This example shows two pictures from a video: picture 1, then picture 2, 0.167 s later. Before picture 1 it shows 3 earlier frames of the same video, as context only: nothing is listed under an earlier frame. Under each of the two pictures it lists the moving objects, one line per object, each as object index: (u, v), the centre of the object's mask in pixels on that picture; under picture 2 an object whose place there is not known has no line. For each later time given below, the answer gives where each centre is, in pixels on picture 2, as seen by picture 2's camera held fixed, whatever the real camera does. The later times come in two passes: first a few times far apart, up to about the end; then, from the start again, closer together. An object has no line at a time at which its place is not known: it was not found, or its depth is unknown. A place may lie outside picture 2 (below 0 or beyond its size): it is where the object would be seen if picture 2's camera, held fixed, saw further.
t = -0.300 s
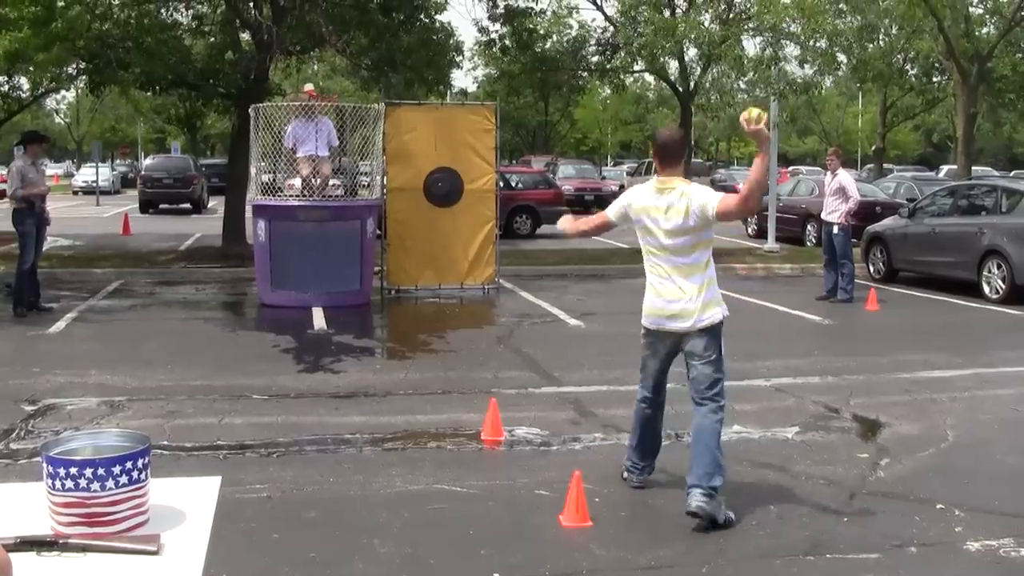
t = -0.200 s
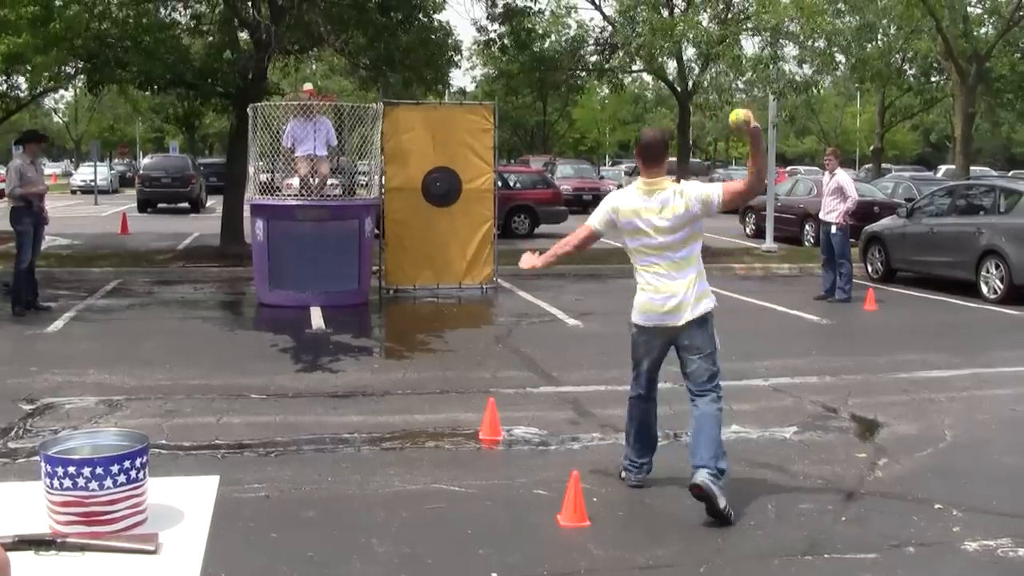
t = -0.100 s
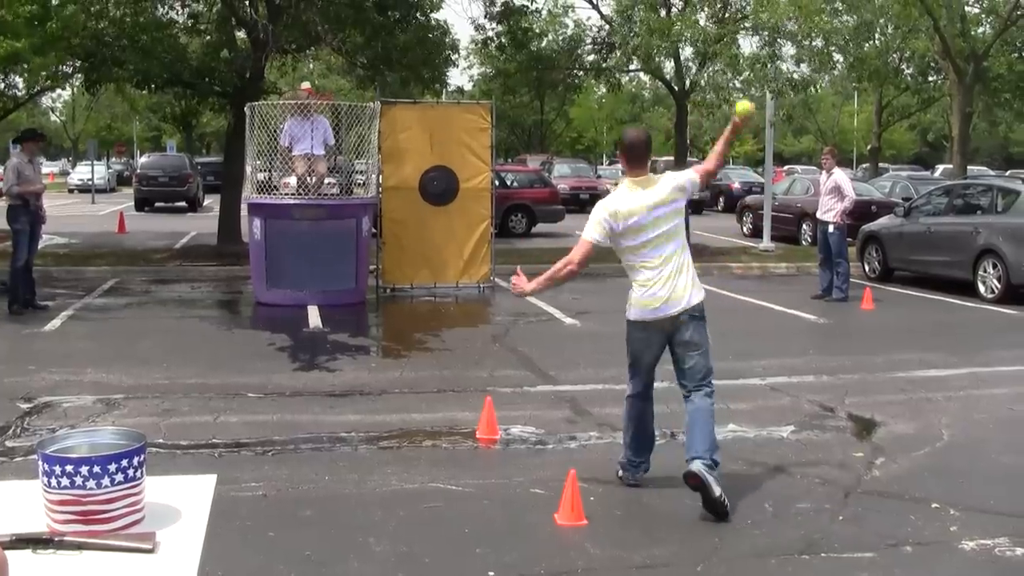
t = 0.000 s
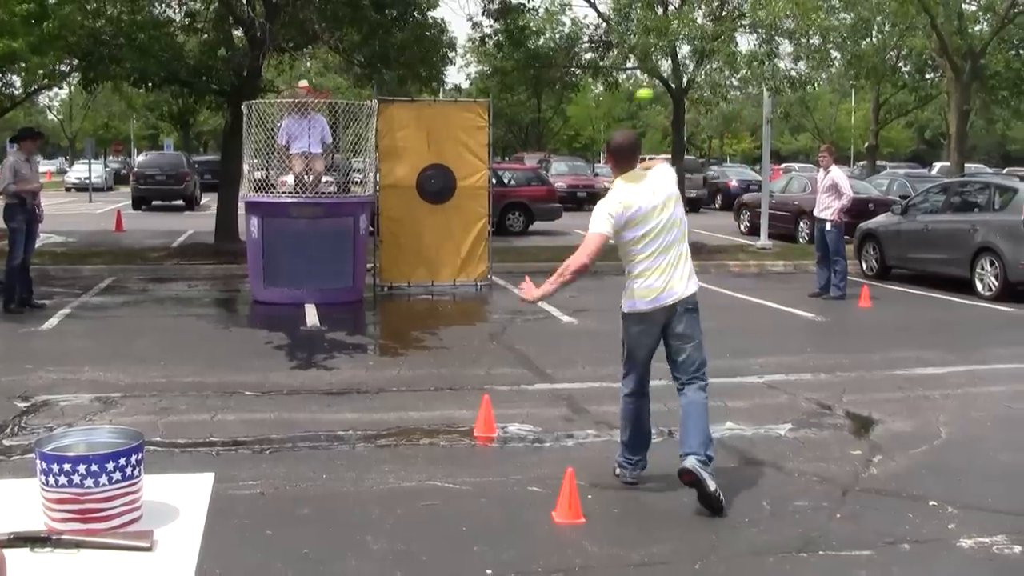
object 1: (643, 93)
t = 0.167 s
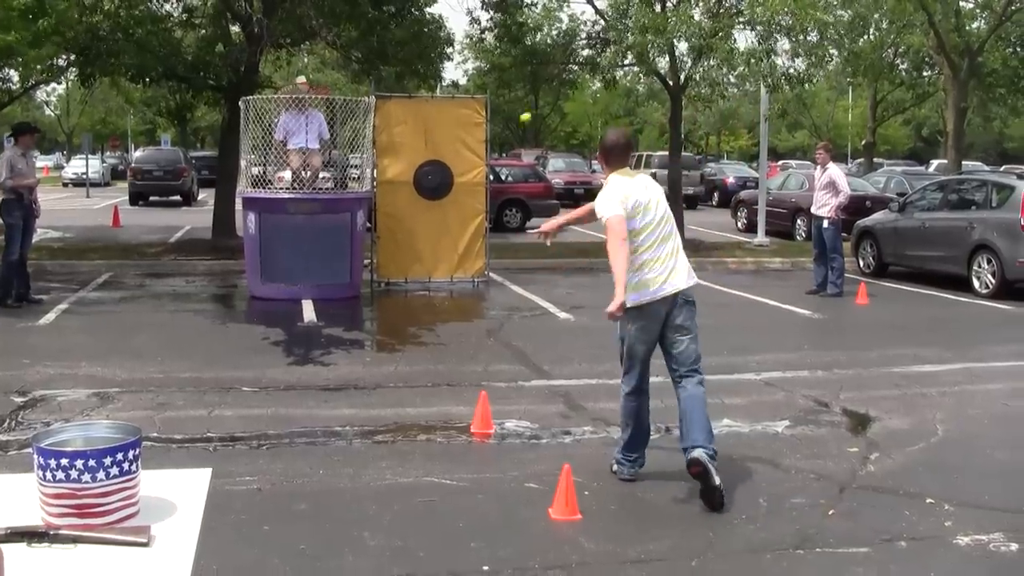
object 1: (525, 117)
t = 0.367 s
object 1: (452, 163)
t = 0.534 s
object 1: (448, 167)
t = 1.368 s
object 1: (487, 276)
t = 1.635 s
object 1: (501, 326)
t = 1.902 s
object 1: (521, 333)
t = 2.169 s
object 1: (543, 352)
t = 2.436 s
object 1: (566, 367)
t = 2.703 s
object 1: (592, 383)
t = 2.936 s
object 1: (618, 395)
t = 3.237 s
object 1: (661, 414)
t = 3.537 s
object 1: (711, 434)
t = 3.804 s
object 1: (758, 451)
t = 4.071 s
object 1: (808, 467)
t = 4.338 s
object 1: (860, 481)
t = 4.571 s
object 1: (906, 493)
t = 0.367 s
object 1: (452, 163)
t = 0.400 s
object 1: (445, 170)
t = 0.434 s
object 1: (445, 171)
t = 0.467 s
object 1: (445, 169)
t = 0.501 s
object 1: (447, 168)
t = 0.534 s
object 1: (448, 167)
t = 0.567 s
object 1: (449, 168)
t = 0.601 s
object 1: (450, 169)
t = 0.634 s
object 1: (452, 172)
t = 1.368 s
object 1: (487, 276)
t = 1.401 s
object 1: (489, 278)
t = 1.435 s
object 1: (490, 281)
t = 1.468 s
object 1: (492, 286)
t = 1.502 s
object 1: (494, 291)
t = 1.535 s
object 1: (496, 298)
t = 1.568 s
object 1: (497, 306)
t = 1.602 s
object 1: (499, 316)
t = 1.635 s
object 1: (501, 326)
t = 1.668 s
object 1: (504, 322)
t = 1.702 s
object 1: (506, 320)
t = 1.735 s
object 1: (508, 319)
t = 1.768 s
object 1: (511, 319)
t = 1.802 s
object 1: (513, 321)
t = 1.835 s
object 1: (516, 324)
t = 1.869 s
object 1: (518, 327)
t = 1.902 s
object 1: (521, 333)
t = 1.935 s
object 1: (524, 340)
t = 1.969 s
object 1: (527, 340)
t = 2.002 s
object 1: (529, 339)
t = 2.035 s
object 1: (532, 340)
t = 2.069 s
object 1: (534, 343)
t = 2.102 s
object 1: (537, 346)
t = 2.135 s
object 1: (541, 351)
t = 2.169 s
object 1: (543, 352)
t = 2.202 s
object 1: (546, 353)
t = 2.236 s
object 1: (548, 355)
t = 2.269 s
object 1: (551, 358)
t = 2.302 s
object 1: (554, 359)
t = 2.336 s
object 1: (557, 362)
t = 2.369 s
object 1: (560, 363)
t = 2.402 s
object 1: (563, 365)
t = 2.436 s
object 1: (566, 367)
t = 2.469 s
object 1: (569, 369)
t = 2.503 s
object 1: (572, 373)
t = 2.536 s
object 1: (575, 376)
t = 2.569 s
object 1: (579, 378)
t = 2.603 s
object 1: (582, 379)
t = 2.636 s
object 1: (585, 379)
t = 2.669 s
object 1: (589, 381)
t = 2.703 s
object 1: (592, 383)
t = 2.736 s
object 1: (596, 385)
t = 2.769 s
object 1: (600, 386)
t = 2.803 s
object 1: (604, 388)
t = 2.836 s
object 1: (608, 390)
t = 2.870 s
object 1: (612, 391)
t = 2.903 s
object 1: (616, 393)
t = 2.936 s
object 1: (618, 395)
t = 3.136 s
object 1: (651, 408)
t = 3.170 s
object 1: (654, 410)
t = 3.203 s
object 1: (657, 413)
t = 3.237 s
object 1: (661, 414)
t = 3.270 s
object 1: (664, 415)
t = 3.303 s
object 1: (667, 419)
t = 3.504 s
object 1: (707, 432)
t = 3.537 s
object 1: (711, 434)
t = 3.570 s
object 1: (715, 435)
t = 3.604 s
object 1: (721, 437)
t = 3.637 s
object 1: (726, 440)
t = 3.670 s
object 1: (733, 442)
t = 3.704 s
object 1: (738, 445)
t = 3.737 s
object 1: (745, 447)
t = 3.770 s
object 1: (751, 448)
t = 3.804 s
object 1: (758, 451)
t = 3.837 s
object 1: (764, 452)
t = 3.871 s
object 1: (770, 454)
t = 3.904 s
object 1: (776, 456)
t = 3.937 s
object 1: (782, 458)
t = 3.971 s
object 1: (789, 460)
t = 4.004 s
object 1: (795, 462)
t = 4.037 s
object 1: (802, 465)
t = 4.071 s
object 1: (808, 467)
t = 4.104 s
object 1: (815, 468)
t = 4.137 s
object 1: (821, 469)
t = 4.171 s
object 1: (828, 471)
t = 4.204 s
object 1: (834, 474)
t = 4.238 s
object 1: (841, 476)
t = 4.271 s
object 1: (847, 477)
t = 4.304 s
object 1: (853, 480)
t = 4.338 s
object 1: (860, 481)
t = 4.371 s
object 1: (866, 483)
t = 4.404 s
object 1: (873, 484)
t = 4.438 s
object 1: (879, 486)
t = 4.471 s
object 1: (886, 488)
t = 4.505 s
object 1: (892, 489)
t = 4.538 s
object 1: (899, 491)
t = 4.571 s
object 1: (906, 493)
